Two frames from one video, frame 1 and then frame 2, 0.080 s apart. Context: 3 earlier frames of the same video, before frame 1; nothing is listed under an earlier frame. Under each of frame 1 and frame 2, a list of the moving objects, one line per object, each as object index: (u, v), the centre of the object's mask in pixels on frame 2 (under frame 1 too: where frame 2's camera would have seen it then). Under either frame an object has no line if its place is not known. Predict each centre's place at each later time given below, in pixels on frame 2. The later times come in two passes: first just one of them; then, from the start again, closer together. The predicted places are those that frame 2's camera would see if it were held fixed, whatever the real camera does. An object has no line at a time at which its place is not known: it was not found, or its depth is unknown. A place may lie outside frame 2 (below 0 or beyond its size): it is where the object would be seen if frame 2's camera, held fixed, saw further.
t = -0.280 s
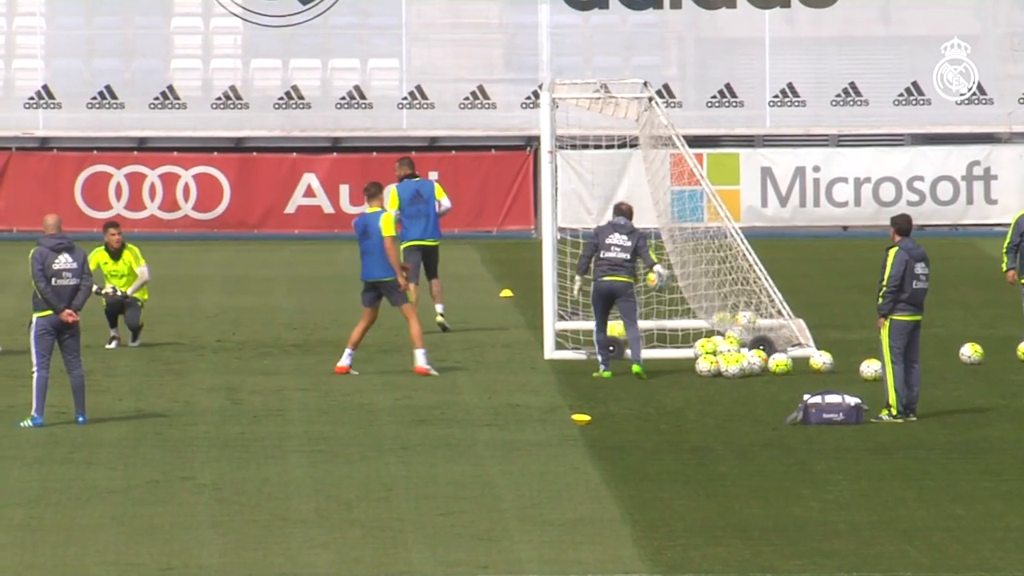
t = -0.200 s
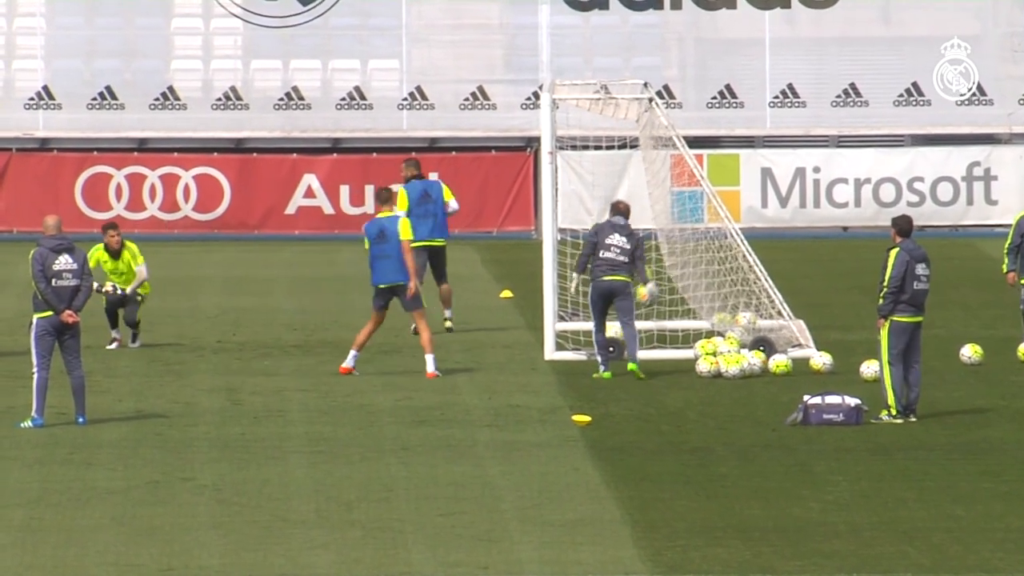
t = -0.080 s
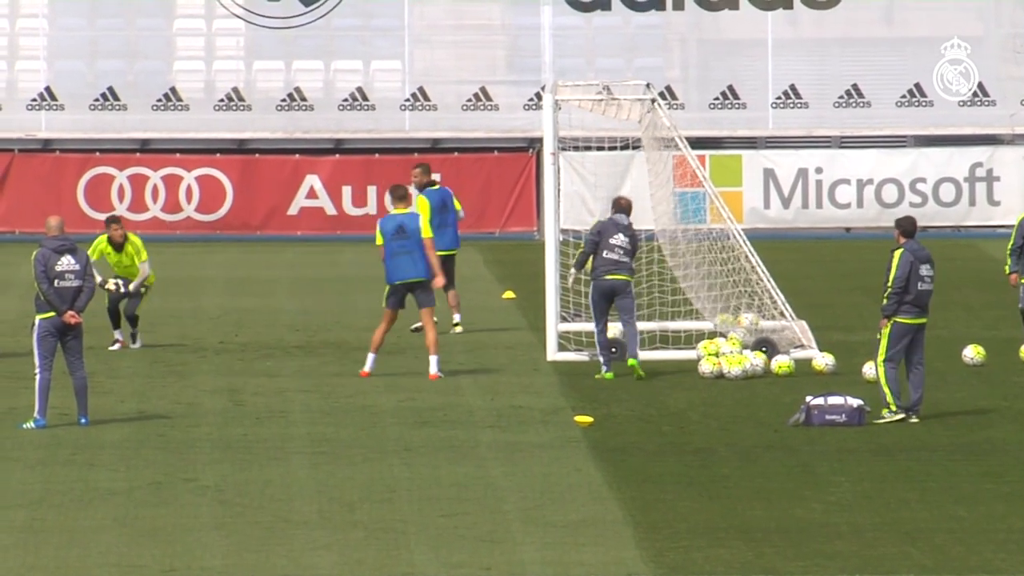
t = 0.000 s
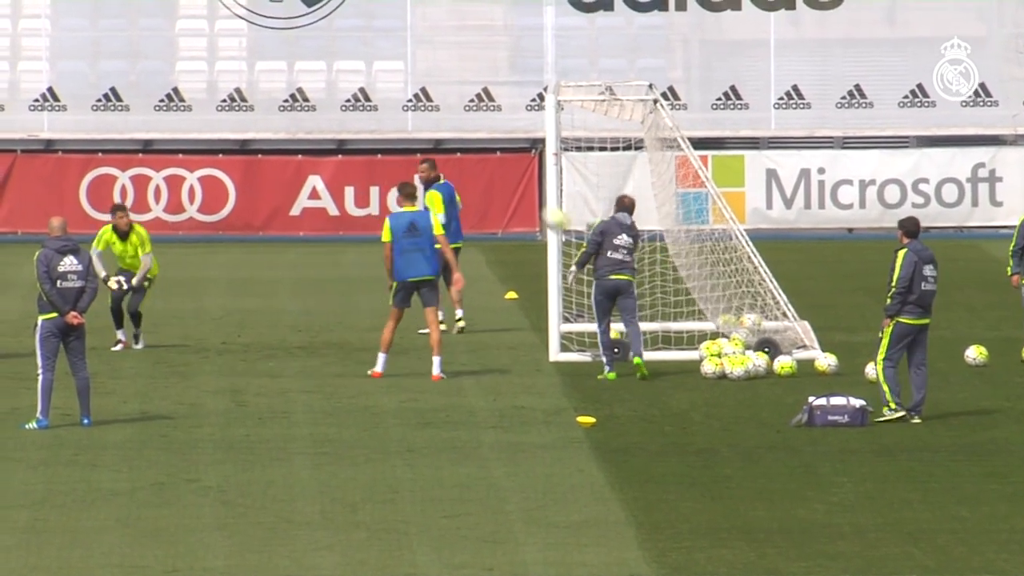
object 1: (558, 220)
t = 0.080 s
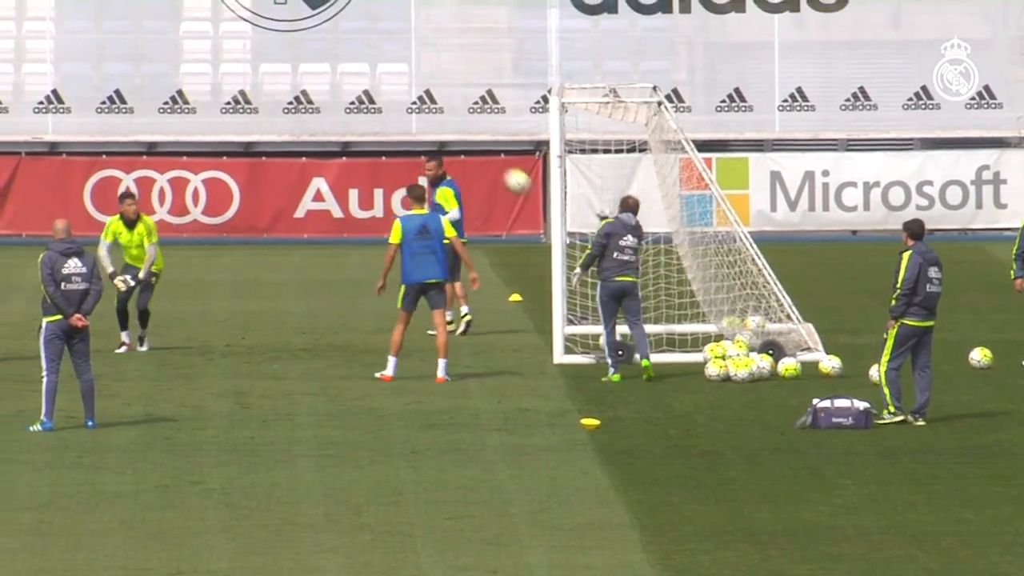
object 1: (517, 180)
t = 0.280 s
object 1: (427, 119)
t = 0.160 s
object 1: (478, 150)
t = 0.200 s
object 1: (459, 138)
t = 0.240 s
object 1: (443, 129)
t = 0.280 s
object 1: (427, 119)
